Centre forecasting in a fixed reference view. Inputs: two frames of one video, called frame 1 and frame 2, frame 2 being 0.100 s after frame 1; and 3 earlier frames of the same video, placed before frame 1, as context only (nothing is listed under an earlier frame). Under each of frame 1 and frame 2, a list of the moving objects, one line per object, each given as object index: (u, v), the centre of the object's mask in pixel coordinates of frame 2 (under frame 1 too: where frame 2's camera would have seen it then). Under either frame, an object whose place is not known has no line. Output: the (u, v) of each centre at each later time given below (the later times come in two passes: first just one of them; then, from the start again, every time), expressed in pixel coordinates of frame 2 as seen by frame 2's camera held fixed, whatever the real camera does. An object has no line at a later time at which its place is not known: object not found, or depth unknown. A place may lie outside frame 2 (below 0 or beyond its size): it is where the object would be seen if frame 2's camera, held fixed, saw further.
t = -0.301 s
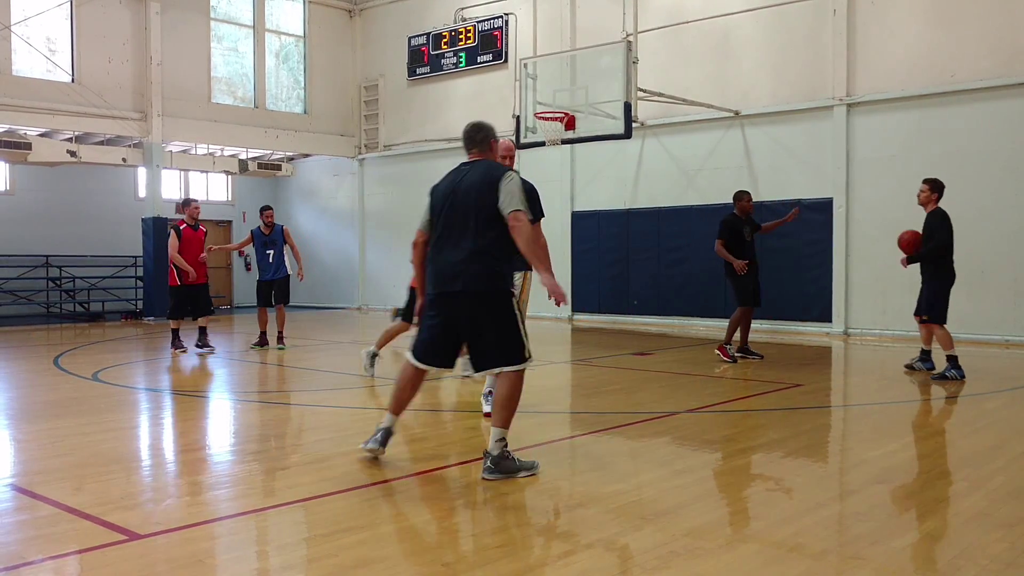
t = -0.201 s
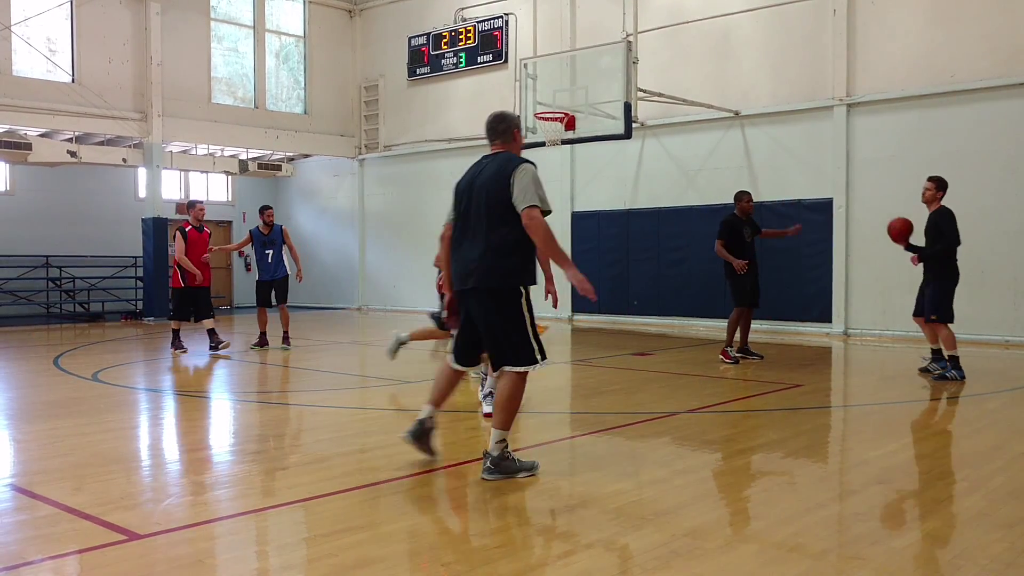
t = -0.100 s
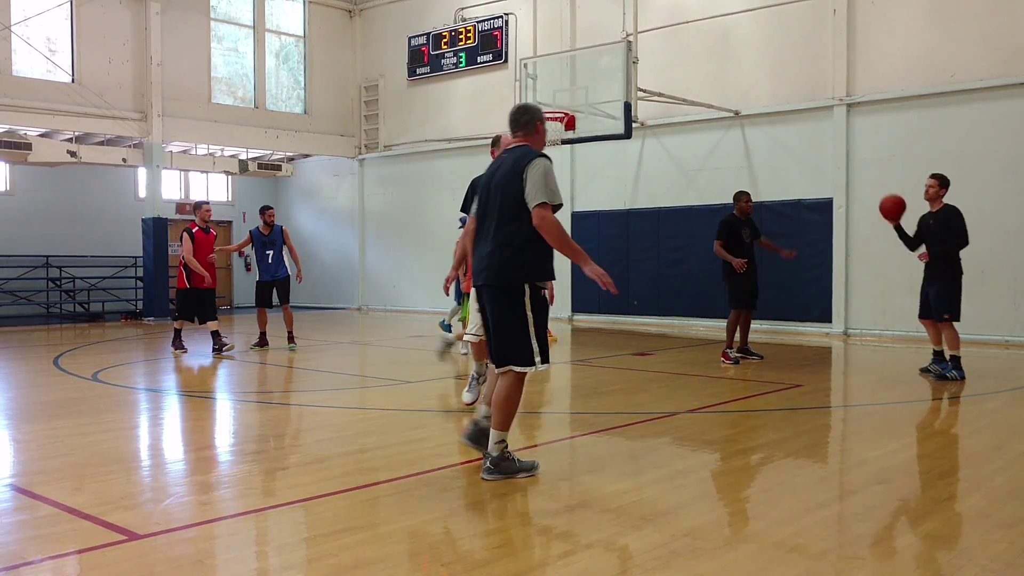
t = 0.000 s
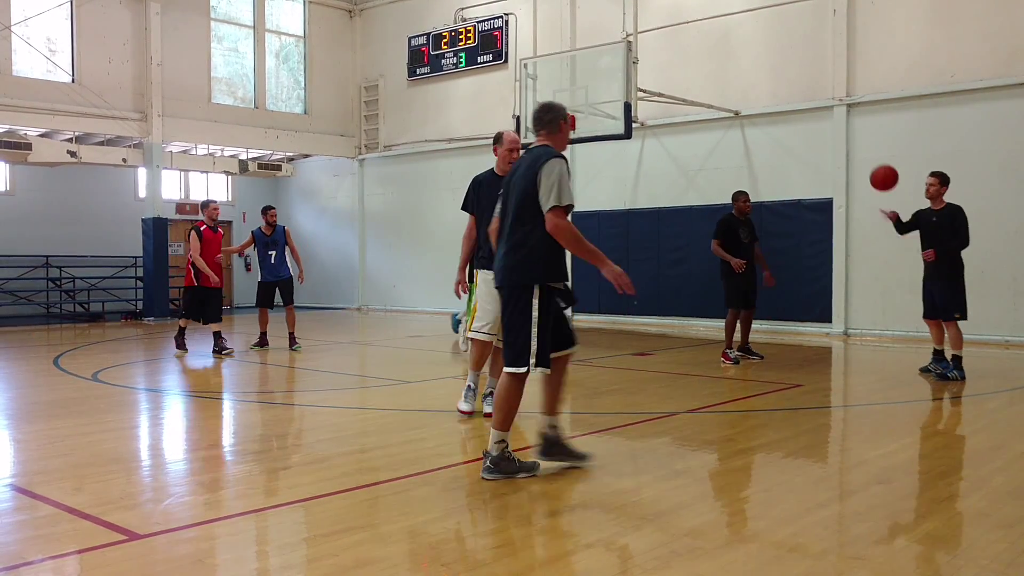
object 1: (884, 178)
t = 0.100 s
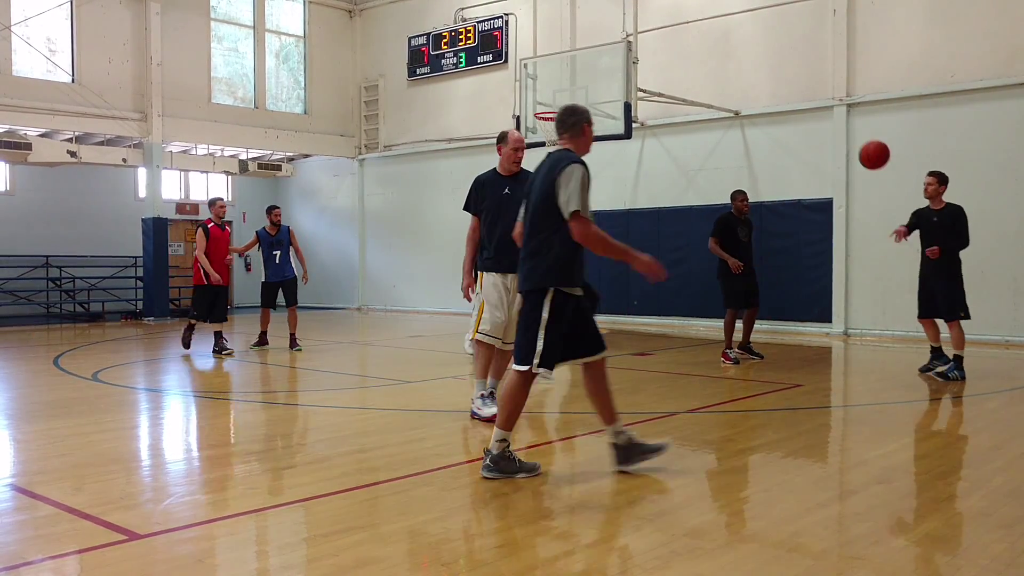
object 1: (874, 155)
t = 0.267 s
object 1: (853, 137)
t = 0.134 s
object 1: (870, 149)
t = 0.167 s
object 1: (866, 144)
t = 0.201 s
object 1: (862, 141)
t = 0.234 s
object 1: (857, 138)
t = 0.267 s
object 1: (853, 137)
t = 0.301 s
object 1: (847, 138)
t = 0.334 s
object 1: (841, 140)
